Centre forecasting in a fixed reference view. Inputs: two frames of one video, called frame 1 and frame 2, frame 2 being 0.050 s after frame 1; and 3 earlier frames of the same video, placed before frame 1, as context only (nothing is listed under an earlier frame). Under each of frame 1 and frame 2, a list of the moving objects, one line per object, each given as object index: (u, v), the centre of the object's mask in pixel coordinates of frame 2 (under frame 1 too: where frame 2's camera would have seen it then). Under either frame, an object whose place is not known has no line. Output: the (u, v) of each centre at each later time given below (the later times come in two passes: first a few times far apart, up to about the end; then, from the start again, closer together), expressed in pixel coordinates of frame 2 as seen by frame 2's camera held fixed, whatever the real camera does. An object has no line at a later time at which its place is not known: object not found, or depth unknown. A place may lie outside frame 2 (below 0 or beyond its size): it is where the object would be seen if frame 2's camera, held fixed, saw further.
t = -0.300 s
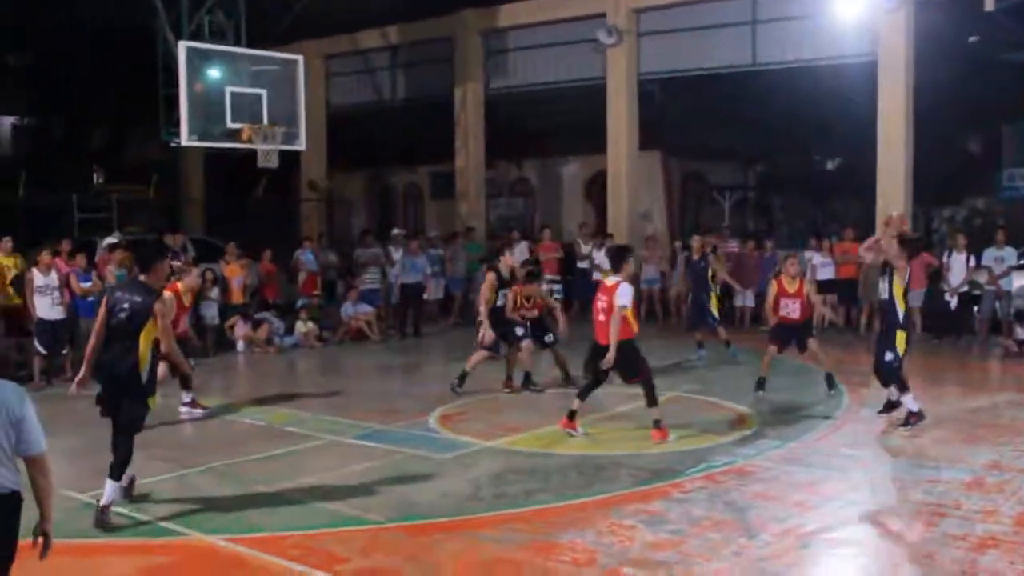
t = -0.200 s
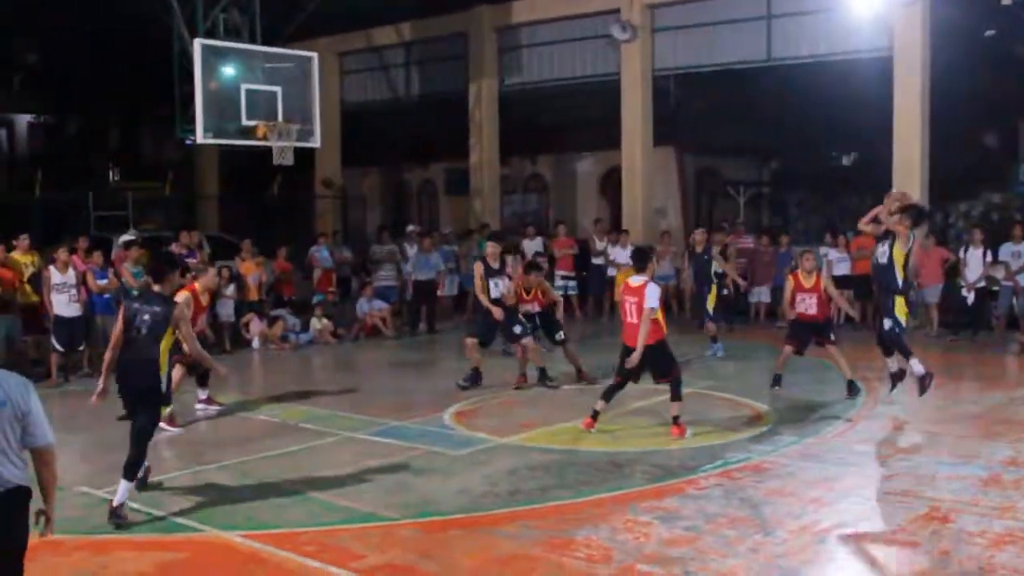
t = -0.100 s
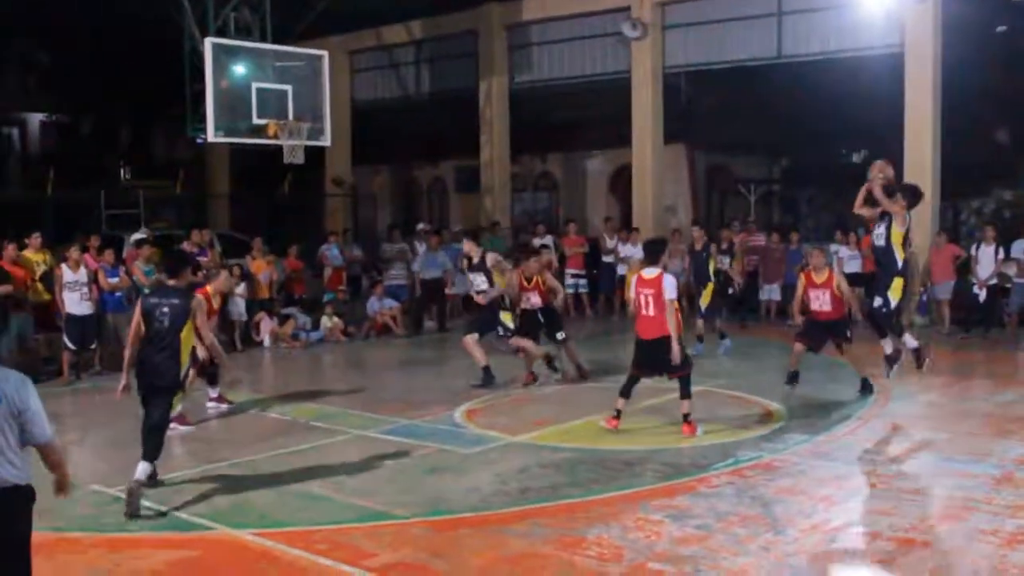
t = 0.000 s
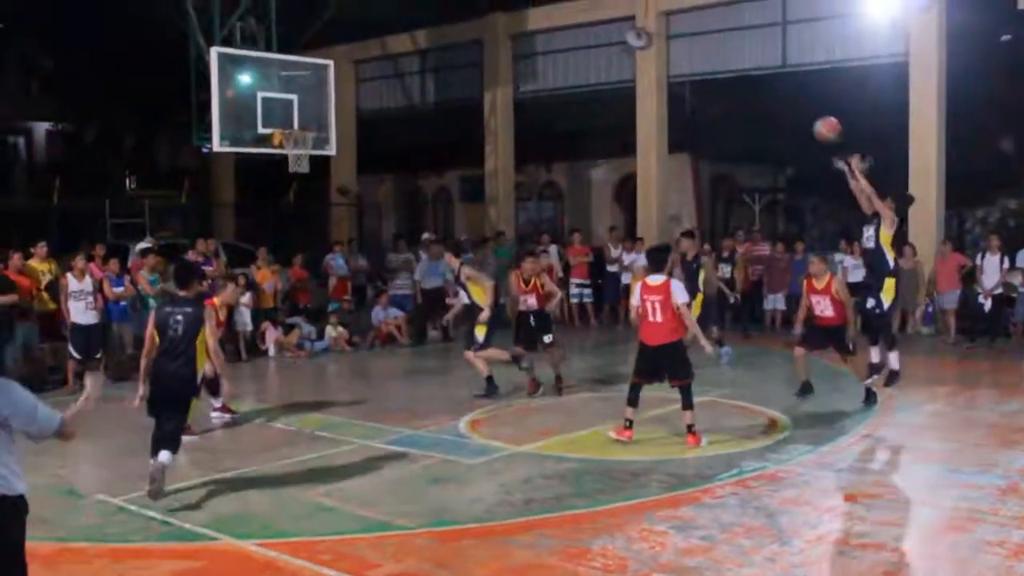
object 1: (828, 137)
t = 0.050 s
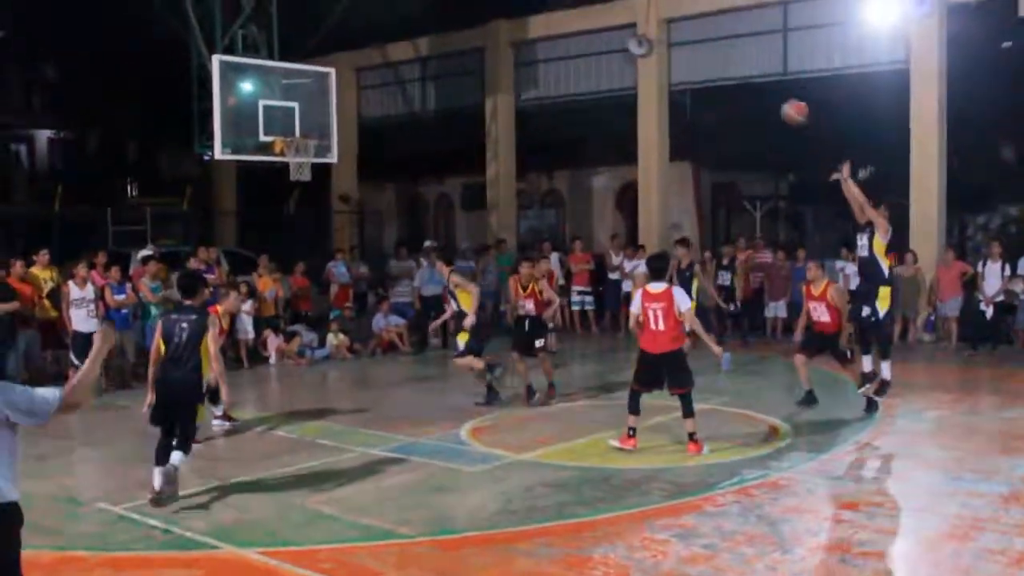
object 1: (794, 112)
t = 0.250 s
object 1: (666, 46)
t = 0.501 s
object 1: (526, 28)
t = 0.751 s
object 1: (411, 64)
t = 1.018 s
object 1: (309, 152)
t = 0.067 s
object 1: (784, 104)
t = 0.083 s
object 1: (773, 97)
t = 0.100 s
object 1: (761, 91)
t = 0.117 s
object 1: (751, 85)
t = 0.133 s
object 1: (742, 80)
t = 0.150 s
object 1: (734, 74)
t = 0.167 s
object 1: (721, 67)
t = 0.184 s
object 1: (708, 66)
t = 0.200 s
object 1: (697, 60)
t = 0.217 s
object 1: (686, 55)
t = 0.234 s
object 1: (677, 53)
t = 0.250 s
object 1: (666, 46)
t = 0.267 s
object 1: (653, 42)
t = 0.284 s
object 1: (647, 39)
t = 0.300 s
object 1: (637, 38)
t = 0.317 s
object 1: (626, 33)
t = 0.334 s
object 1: (620, 33)
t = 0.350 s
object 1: (611, 31)
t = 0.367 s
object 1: (602, 28)
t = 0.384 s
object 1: (590, 27)
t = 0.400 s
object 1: (584, 29)
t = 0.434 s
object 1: (564, 26)
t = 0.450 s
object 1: (554, 25)
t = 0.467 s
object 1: (550, 25)
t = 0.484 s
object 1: (536, 28)
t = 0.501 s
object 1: (526, 28)
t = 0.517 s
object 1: (519, 29)
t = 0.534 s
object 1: (514, 31)
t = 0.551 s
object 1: (503, 31)
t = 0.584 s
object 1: (488, 34)
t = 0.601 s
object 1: (480, 35)
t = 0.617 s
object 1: (472, 37)
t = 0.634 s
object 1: (464, 39)
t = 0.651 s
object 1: (456, 42)
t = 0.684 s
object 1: (441, 48)
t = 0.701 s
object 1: (433, 51)
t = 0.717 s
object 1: (426, 54)
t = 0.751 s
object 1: (411, 64)
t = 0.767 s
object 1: (404, 66)
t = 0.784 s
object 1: (397, 71)
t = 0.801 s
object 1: (389, 75)
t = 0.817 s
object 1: (383, 79)
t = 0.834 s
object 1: (376, 85)
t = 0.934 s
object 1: (339, 115)
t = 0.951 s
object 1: (329, 126)
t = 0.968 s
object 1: (324, 130)
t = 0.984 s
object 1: (320, 138)
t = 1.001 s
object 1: (313, 147)
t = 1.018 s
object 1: (309, 152)
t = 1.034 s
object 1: (304, 155)
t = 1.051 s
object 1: (299, 169)
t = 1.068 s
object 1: (292, 172)
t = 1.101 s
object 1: (282, 181)
